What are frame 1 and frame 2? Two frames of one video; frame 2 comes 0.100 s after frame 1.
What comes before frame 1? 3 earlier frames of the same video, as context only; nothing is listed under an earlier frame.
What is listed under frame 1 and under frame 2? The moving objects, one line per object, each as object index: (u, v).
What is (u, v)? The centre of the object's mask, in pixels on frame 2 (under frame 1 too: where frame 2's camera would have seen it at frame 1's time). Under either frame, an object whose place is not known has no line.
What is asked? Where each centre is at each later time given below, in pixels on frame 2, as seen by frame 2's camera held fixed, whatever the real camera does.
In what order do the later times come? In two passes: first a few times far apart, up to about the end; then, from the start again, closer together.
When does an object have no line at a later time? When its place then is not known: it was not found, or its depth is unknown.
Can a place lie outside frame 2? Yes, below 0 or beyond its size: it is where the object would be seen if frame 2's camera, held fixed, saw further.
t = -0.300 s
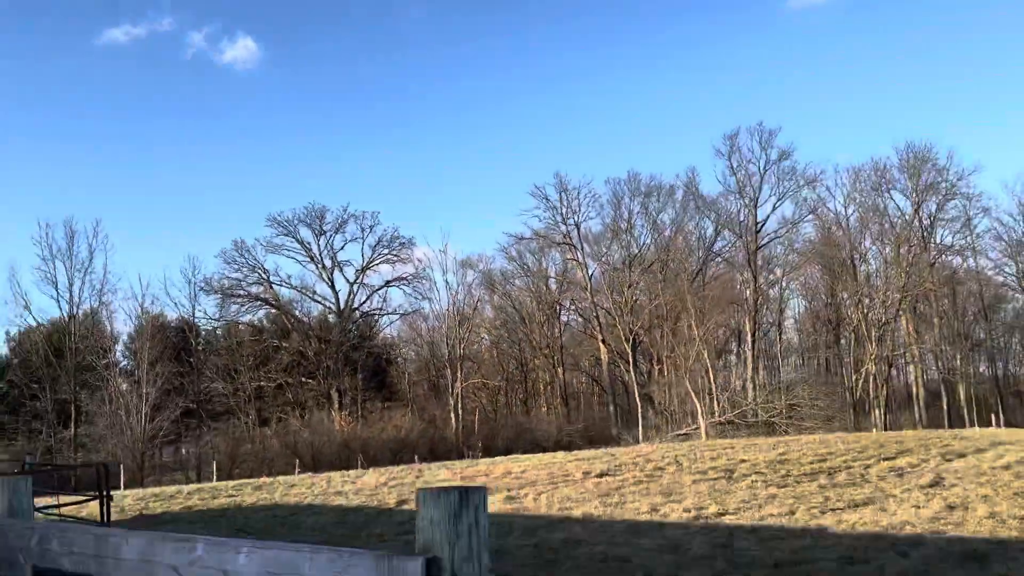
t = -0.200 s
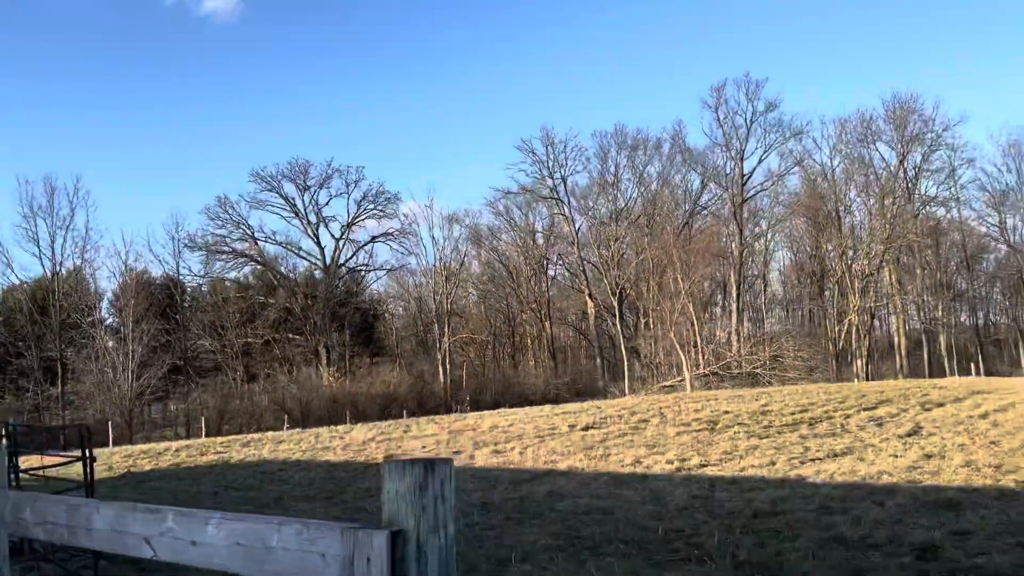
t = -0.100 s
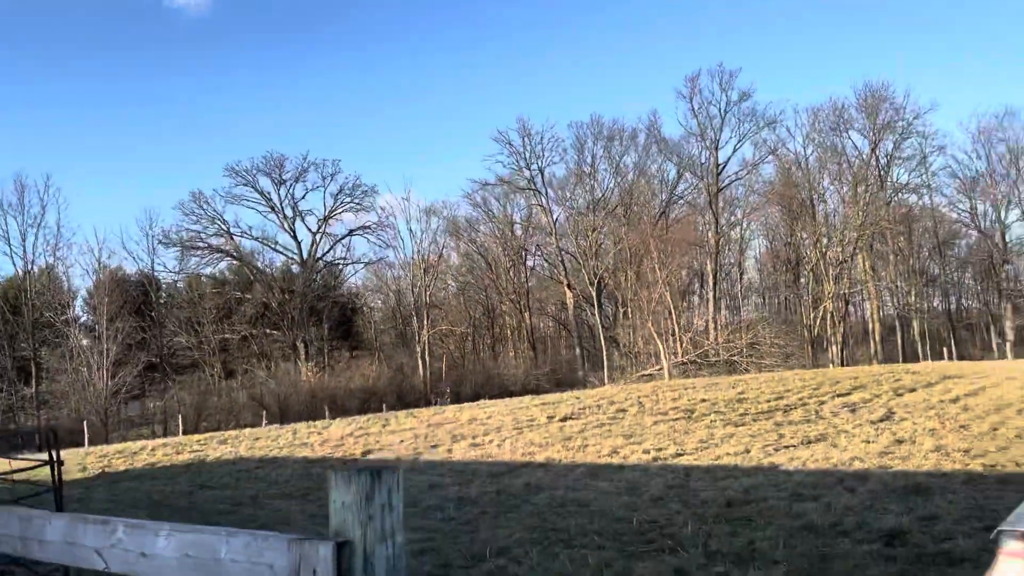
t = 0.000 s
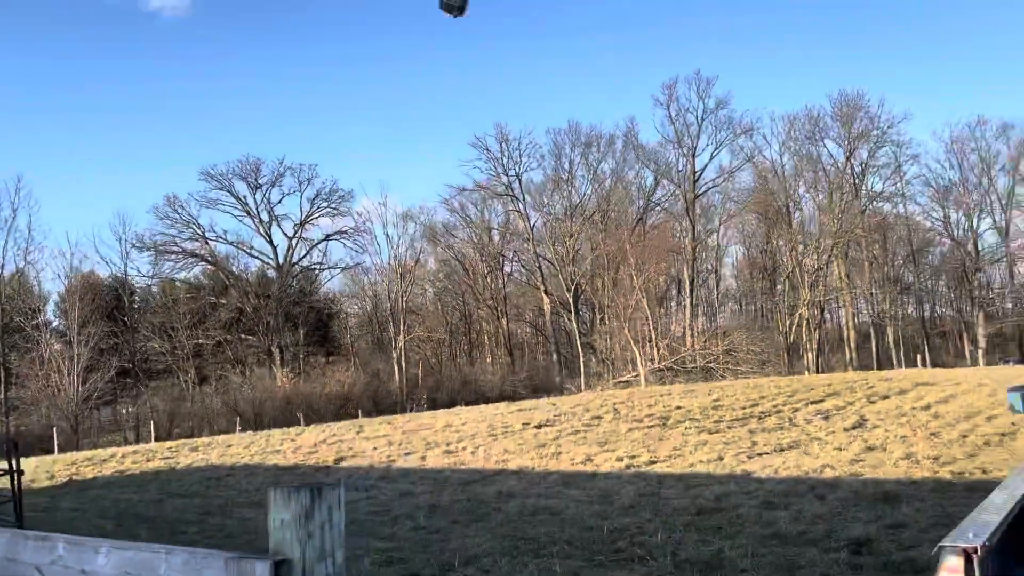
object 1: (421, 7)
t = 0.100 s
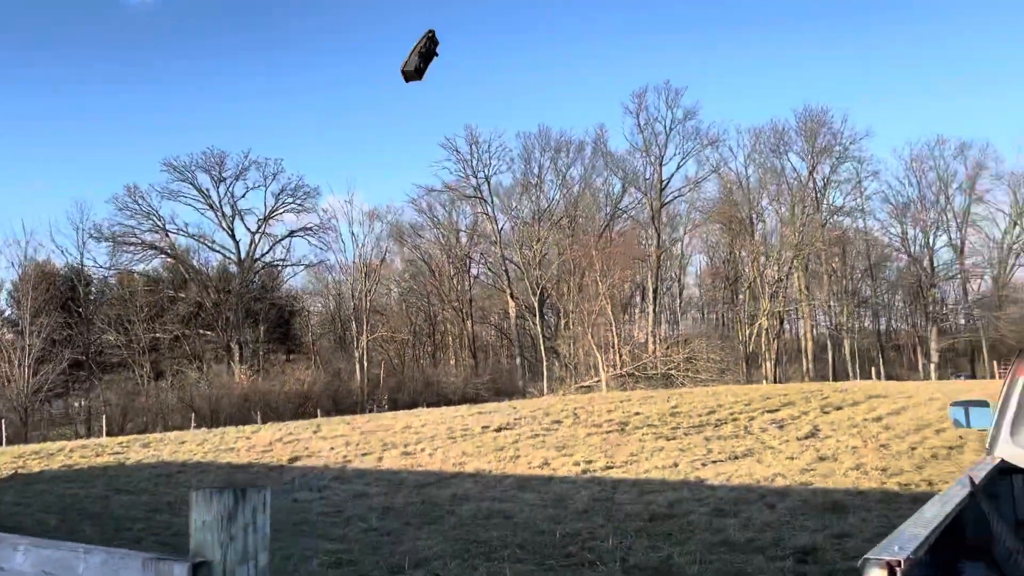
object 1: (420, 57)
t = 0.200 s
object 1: (417, 119)
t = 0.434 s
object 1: (407, 260)
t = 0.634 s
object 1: (416, 384)
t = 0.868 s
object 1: (418, 524)
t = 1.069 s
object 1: (383, 496)
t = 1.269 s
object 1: (355, 502)
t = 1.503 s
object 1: (336, 510)
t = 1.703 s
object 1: (337, 512)
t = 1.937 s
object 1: (337, 512)
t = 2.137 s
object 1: (335, 513)
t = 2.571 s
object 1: (336, 513)
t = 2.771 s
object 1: (336, 513)
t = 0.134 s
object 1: (419, 78)
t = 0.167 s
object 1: (419, 98)
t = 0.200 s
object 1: (417, 119)
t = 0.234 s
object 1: (413, 139)
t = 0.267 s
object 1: (413, 160)
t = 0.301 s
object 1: (412, 180)
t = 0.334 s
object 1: (410, 200)
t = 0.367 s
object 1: (407, 219)
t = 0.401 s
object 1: (407, 240)
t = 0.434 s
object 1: (407, 260)
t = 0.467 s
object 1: (414, 280)
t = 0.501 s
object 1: (413, 299)
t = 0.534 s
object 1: (412, 323)
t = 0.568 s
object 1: (413, 344)
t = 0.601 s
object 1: (415, 364)
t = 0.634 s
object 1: (416, 384)
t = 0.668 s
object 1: (416, 408)
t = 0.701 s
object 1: (417, 429)
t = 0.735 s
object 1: (419, 450)
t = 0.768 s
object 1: (418, 473)
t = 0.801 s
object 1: (419, 495)
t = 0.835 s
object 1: (420, 518)
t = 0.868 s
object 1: (418, 524)
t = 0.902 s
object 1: (410, 518)
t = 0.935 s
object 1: (405, 511)
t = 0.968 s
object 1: (400, 506)
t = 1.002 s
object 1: (395, 501)
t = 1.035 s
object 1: (389, 498)
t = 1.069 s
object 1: (383, 496)
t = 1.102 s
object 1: (379, 495)
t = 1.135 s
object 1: (375, 493)
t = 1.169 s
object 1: (369, 493)
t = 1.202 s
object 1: (365, 496)
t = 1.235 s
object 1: (359, 499)
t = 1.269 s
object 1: (355, 502)
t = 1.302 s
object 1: (348, 507)
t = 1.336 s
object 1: (344, 512)
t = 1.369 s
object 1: (342, 513)
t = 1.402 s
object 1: (340, 511)
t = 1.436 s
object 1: (339, 510)
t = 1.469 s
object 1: (338, 511)
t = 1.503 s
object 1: (336, 510)
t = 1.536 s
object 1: (336, 511)
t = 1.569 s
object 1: (336, 511)
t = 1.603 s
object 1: (337, 511)
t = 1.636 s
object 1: (336, 511)
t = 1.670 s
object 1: (337, 511)
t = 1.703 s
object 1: (337, 512)
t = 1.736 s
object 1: (338, 513)
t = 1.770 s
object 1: (338, 512)
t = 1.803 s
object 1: (338, 512)
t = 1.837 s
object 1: (338, 512)
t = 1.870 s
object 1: (338, 512)
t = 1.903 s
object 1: (337, 511)
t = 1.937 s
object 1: (337, 512)
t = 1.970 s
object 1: (337, 513)
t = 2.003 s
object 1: (336, 513)
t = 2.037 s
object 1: (336, 513)
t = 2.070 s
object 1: (336, 513)
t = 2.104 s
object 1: (335, 513)
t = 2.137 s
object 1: (335, 513)
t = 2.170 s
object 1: (335, 513)
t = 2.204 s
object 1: (336, 513)
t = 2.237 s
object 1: (335, 513)
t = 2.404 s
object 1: (335, 513)
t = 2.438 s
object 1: (335, 513)
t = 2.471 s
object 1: (335, 513)
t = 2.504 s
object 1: (335, 513)
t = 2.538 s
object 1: (336, 513)
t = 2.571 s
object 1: (336, 513)
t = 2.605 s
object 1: (336, 513)
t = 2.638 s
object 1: (336, 513)
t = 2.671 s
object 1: (335, 513)
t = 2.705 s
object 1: (336, 513)
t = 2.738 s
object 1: (336, 513)
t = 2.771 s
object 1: (336, 513)
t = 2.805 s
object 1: (336, 513)
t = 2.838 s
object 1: (335, 513)
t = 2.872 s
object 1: (335, 513)
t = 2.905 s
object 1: (336, 513)
